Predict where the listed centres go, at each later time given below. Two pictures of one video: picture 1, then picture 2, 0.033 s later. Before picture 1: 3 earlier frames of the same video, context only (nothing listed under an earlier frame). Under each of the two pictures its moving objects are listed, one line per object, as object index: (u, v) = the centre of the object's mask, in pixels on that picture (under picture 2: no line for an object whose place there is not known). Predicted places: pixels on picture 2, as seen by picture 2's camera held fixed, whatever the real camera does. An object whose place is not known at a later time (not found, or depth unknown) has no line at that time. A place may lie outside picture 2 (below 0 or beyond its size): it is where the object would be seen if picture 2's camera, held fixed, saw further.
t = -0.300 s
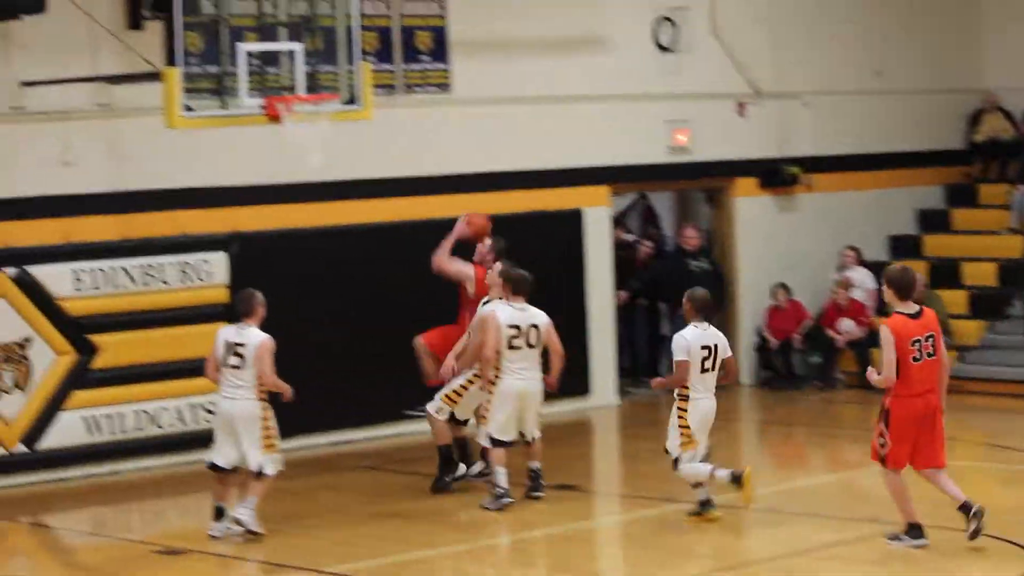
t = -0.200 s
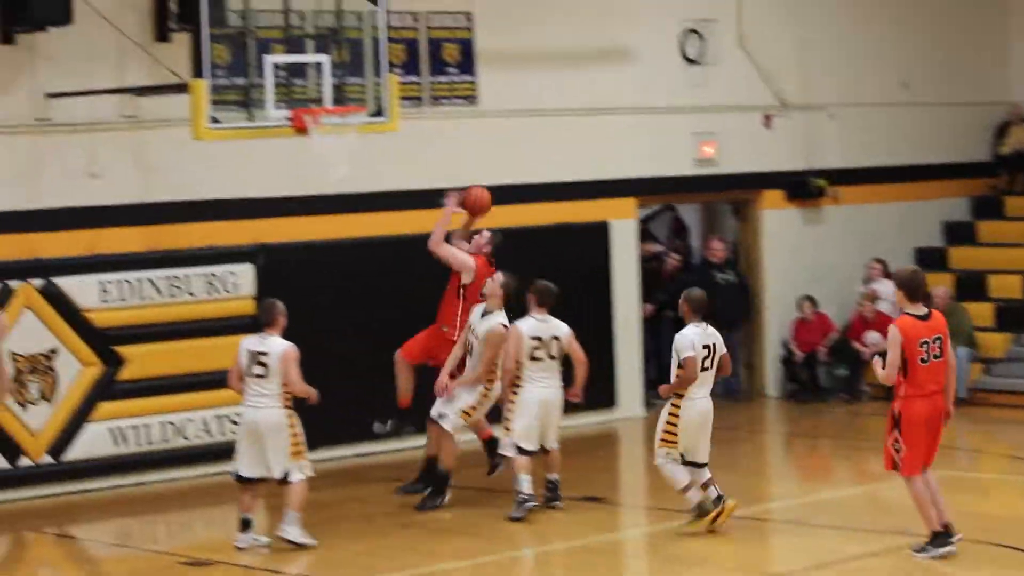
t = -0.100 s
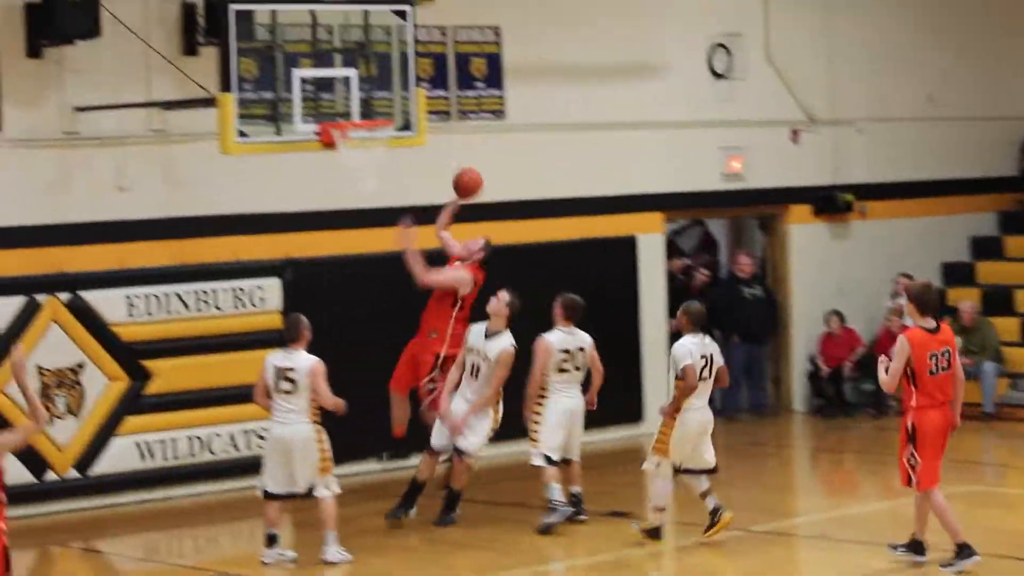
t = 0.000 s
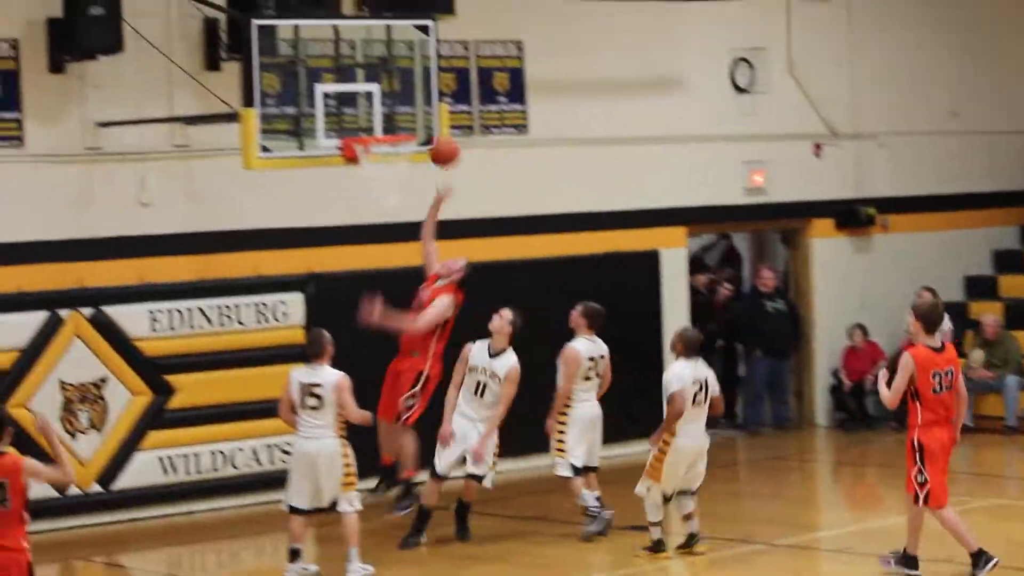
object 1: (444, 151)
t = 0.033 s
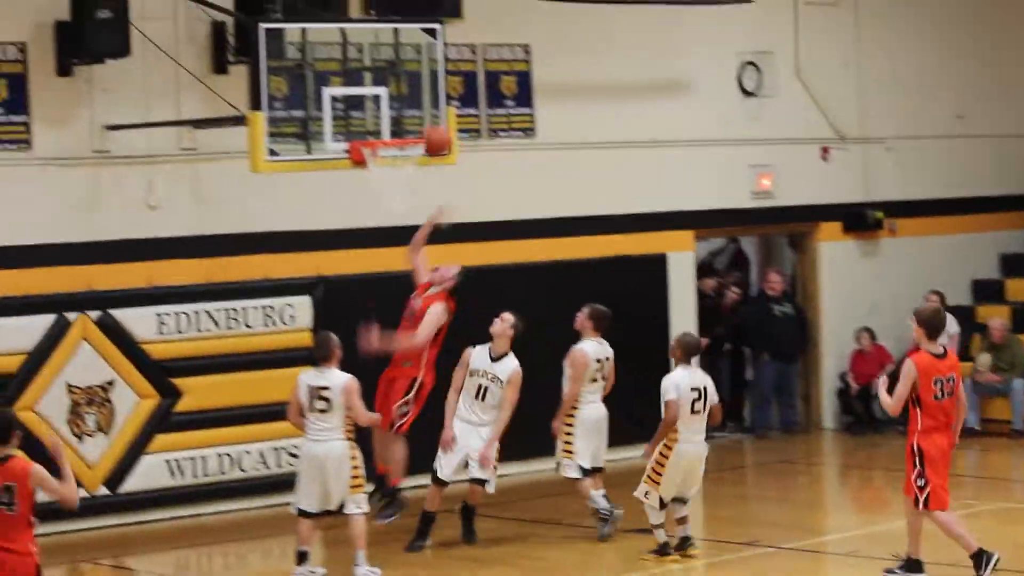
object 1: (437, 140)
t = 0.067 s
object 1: (421, 127)
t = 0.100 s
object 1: (404, 119)
